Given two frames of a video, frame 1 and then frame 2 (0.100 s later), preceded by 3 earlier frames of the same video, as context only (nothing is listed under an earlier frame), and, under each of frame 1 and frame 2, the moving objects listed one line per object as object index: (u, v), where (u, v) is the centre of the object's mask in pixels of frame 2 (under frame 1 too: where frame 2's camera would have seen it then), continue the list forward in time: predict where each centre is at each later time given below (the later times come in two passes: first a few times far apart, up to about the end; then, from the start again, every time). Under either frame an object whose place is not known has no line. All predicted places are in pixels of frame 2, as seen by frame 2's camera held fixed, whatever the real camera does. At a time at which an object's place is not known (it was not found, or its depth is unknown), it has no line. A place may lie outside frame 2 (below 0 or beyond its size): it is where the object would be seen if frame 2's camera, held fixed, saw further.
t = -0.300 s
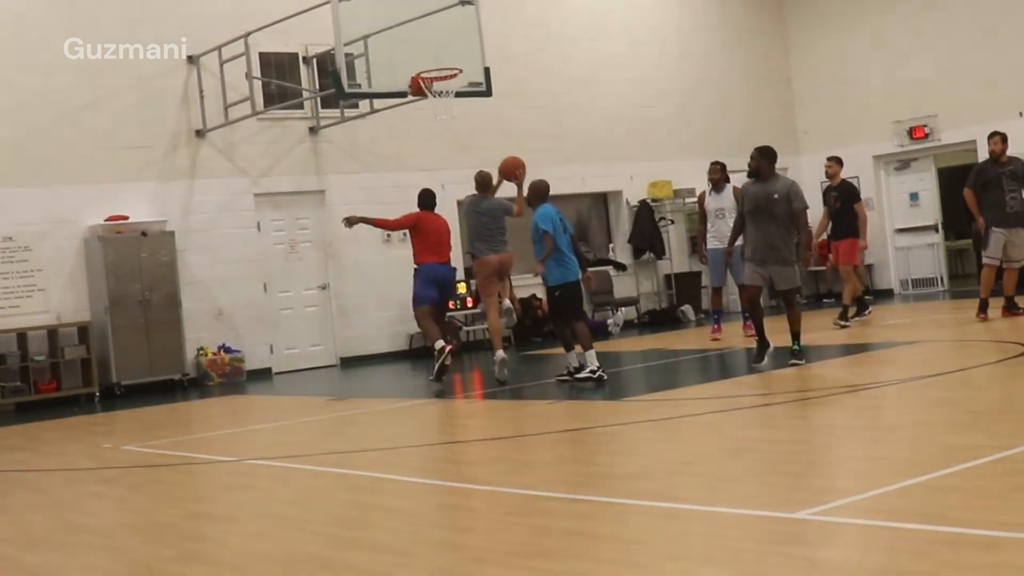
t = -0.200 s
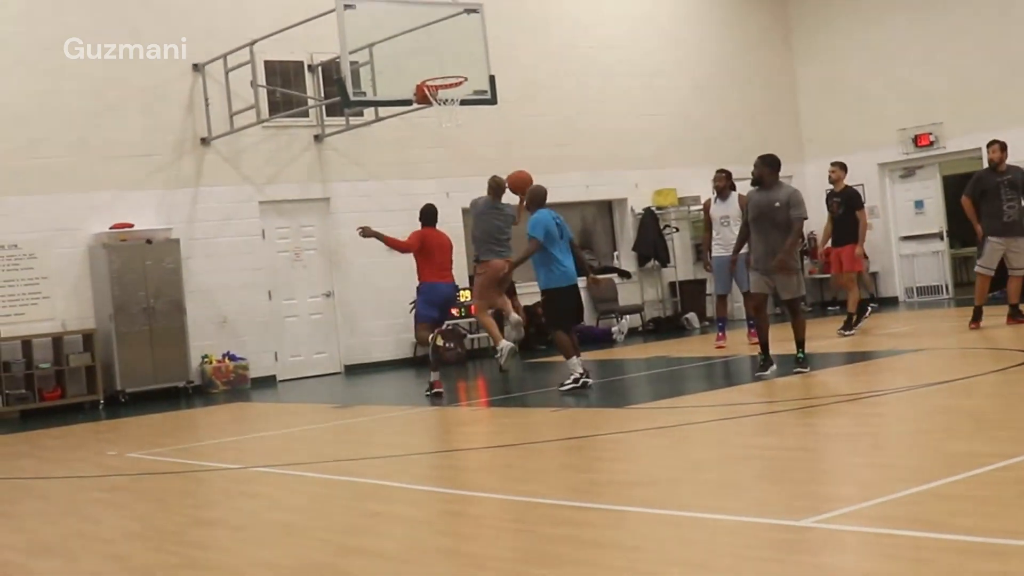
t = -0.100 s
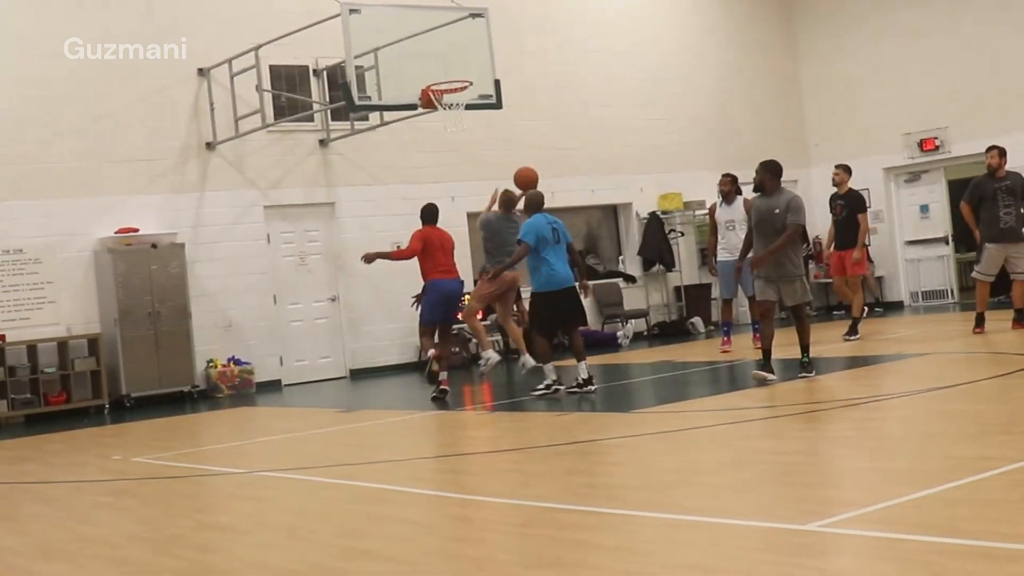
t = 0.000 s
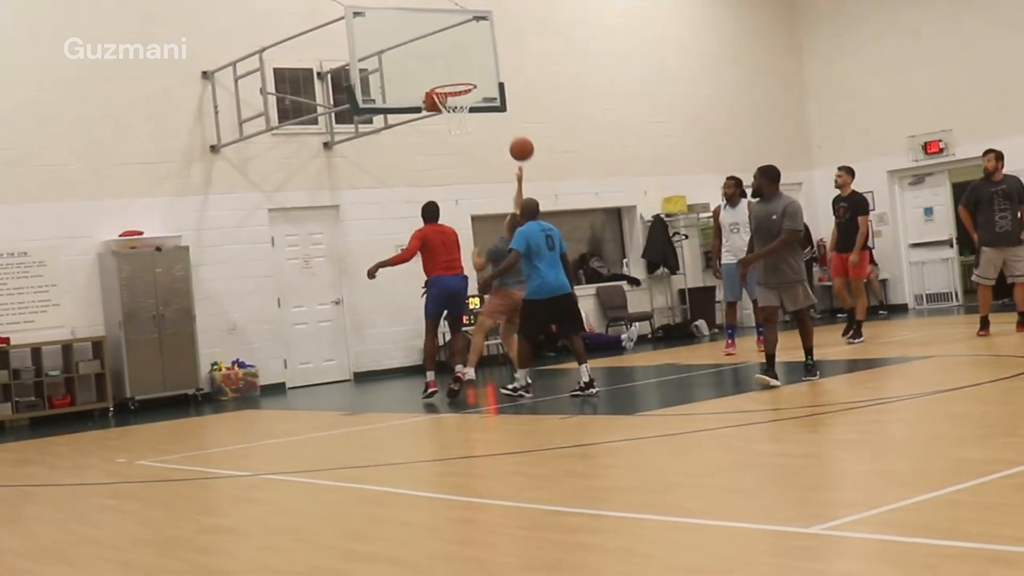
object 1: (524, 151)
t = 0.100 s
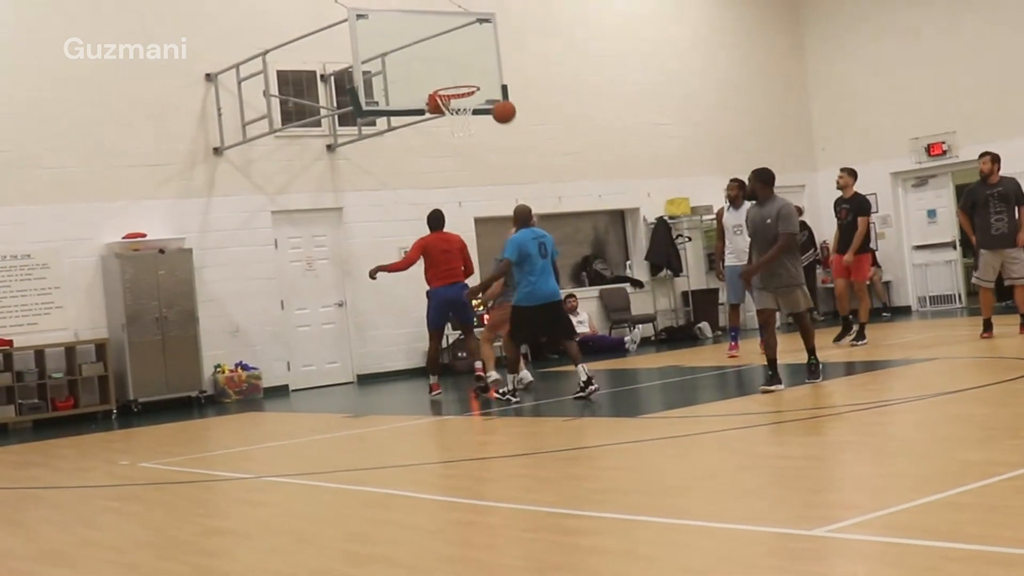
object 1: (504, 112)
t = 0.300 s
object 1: (466, 63)
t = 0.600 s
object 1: (419, 65)
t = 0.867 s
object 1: (432, 119)
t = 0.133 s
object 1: (497, 101)
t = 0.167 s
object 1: (490, 91)
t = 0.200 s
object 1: (484, 82)
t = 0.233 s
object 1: (478, 75)
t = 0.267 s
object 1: (472, 69)
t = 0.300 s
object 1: (466, 63)
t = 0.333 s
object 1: (461, 59)
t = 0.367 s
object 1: (455, 57)
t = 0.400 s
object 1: (449, 55)
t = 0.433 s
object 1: (444, 54)
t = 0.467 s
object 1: (439, 54)
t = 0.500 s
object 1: (434, 55)
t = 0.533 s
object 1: (429, 57)
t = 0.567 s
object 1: (424, 61)
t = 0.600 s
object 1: (419, 65)
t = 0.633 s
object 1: (414, 71)
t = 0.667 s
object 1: (410, 77)
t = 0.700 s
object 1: (413, 82)
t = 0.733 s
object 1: (416, 87)
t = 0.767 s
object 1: (420, 94)
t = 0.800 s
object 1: (424, 101)
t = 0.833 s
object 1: (428, 109)
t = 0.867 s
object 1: (432, 119)
